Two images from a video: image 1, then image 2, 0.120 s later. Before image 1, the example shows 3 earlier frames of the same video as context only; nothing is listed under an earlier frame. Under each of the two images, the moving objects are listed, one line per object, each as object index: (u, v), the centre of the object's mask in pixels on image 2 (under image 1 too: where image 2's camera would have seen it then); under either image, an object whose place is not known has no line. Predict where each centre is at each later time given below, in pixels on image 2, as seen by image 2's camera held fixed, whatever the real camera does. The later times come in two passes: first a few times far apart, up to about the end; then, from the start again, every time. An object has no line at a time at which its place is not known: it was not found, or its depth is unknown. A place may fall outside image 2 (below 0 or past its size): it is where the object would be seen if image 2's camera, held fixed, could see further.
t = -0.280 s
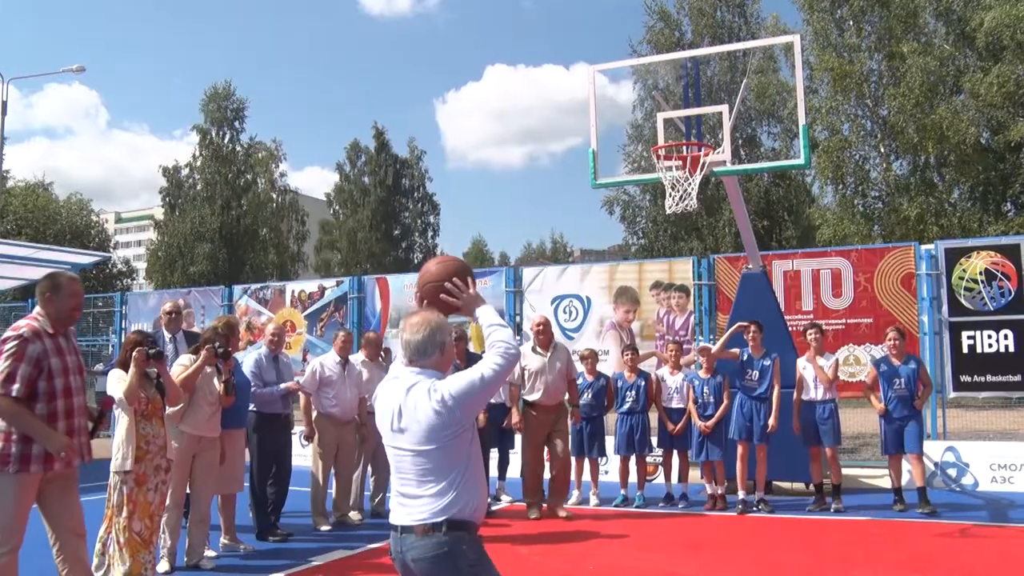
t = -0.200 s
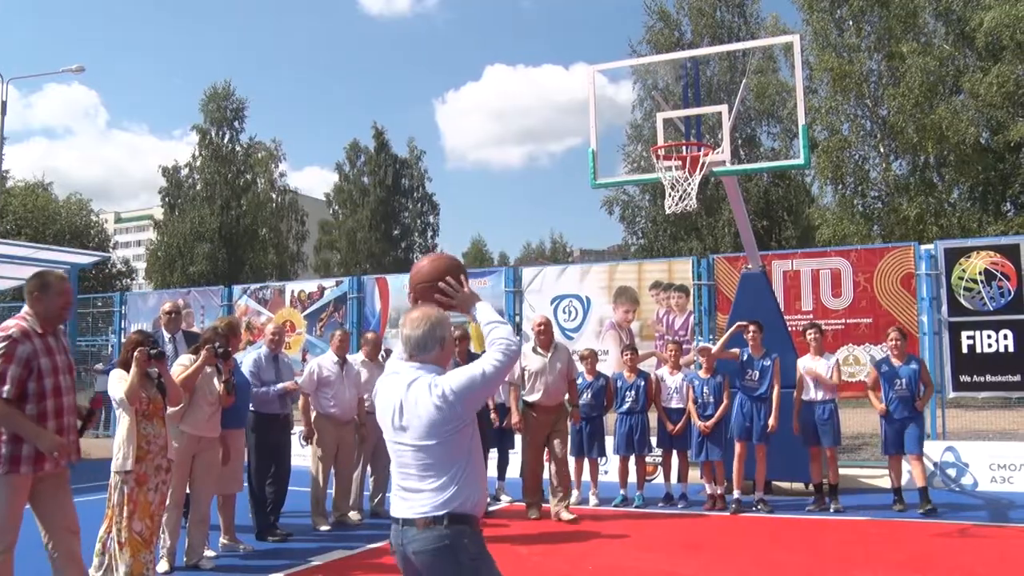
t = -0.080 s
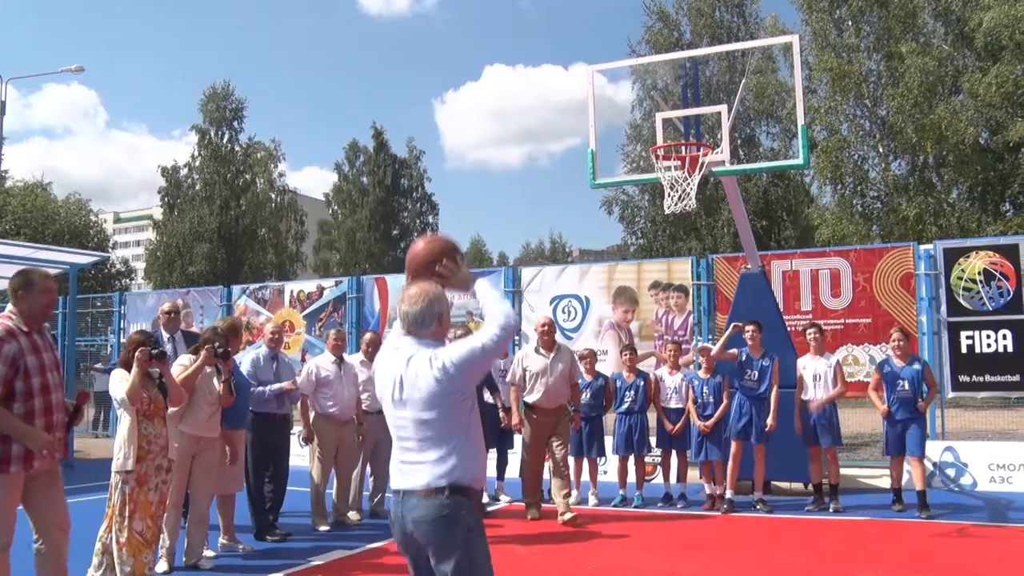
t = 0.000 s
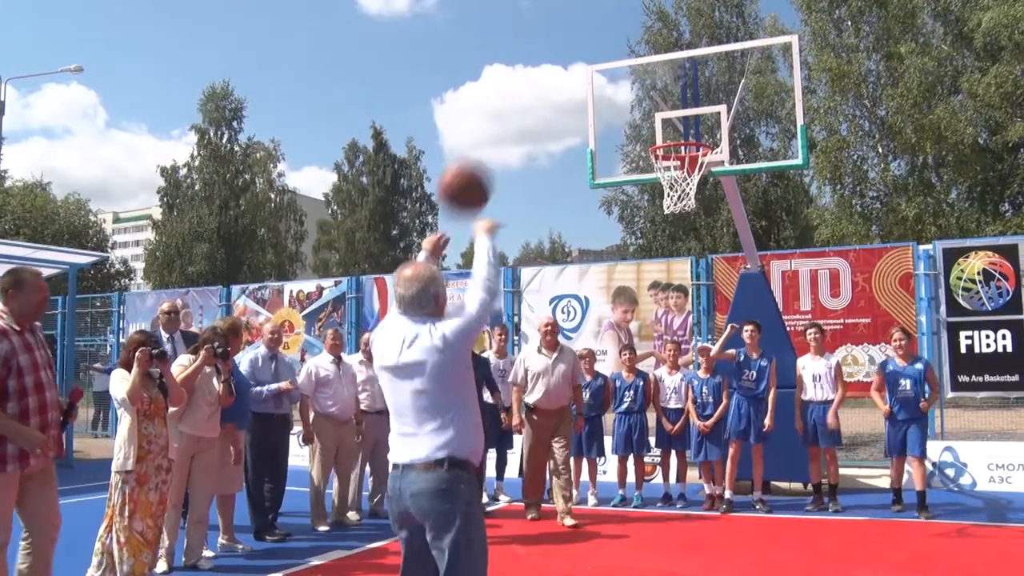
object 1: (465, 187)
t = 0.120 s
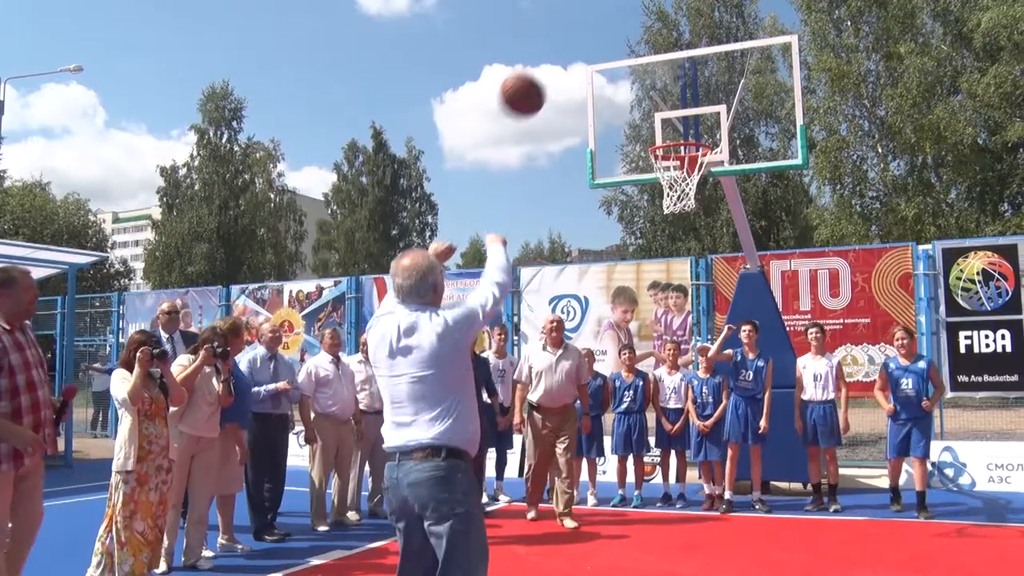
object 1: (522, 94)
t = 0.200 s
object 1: (554, 57)
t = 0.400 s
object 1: (613, 28)
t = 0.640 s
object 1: (663, 69)
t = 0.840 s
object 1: (681, 130)
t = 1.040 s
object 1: (669, 175)
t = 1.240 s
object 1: (675, 203)
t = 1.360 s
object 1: (679, 240)
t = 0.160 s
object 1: (538, 73)
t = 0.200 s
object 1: (554, 57)
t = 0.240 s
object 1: (567, 45)
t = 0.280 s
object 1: (580, 37)
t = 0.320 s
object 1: (591, 31)
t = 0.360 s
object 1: (602, 29)
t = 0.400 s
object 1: (613, 28)
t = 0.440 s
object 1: (622, 30)
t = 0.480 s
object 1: (632, 34)
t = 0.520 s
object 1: (640, 40)
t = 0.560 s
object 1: (648, 49)
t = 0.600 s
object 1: (656, 58)
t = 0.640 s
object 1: (663, 69)
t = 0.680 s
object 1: (670, 81)
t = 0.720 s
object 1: (677, 95)
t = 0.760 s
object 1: (684, 111)
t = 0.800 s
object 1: (685, 122)
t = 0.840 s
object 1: (681, 130)
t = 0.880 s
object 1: (676, 134)
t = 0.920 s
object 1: (673, 156)
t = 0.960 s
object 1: (668, 167)
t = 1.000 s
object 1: (670, 173)
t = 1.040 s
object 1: (669, 175)
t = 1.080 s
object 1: (670, 175)
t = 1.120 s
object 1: (672, 175)
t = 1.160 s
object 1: (674, 178)
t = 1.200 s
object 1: (675, 197)
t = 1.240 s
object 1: (675, 203)
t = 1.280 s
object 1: (677, 213)
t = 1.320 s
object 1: (678, 224)
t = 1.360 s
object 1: (679, 240)
